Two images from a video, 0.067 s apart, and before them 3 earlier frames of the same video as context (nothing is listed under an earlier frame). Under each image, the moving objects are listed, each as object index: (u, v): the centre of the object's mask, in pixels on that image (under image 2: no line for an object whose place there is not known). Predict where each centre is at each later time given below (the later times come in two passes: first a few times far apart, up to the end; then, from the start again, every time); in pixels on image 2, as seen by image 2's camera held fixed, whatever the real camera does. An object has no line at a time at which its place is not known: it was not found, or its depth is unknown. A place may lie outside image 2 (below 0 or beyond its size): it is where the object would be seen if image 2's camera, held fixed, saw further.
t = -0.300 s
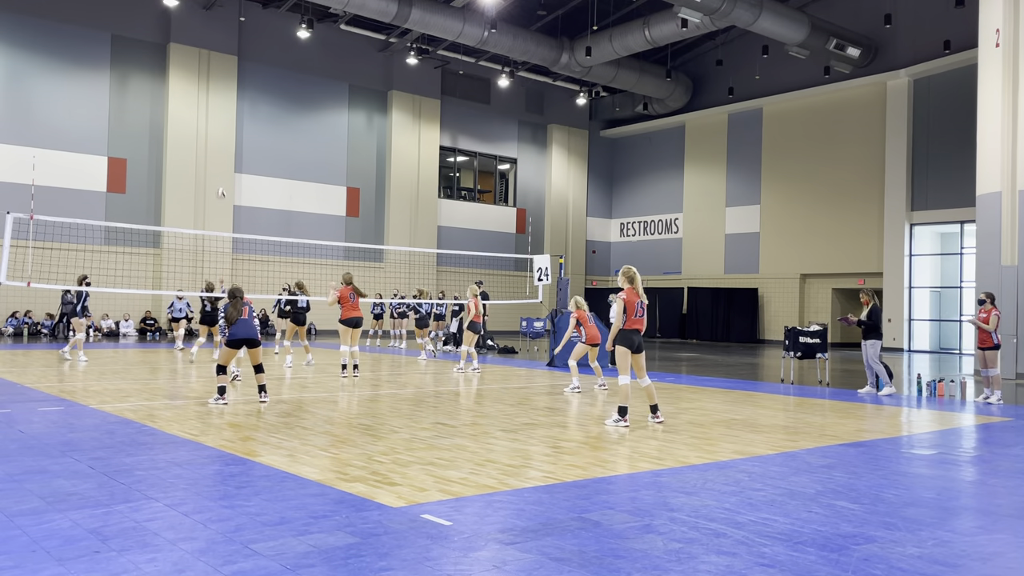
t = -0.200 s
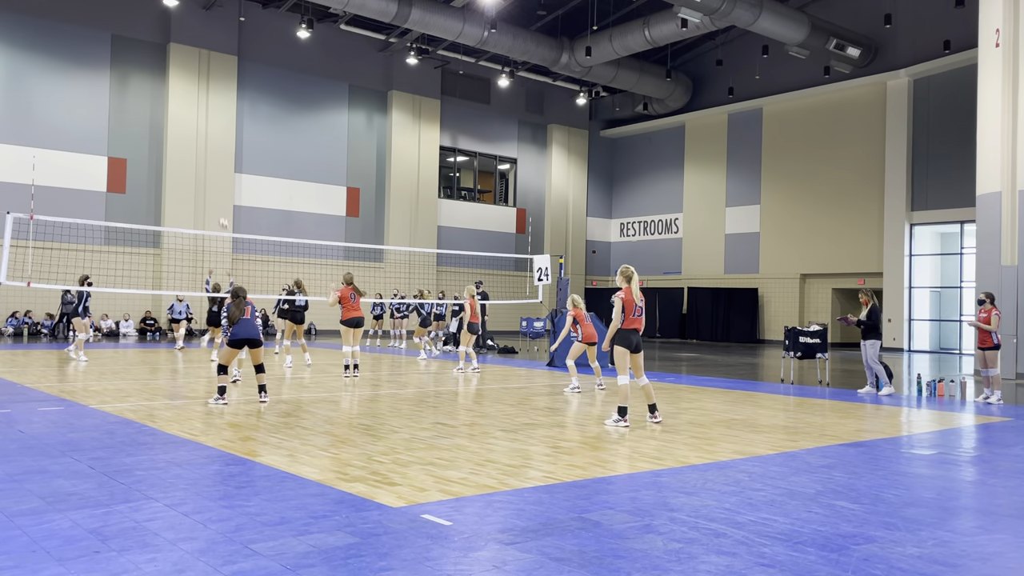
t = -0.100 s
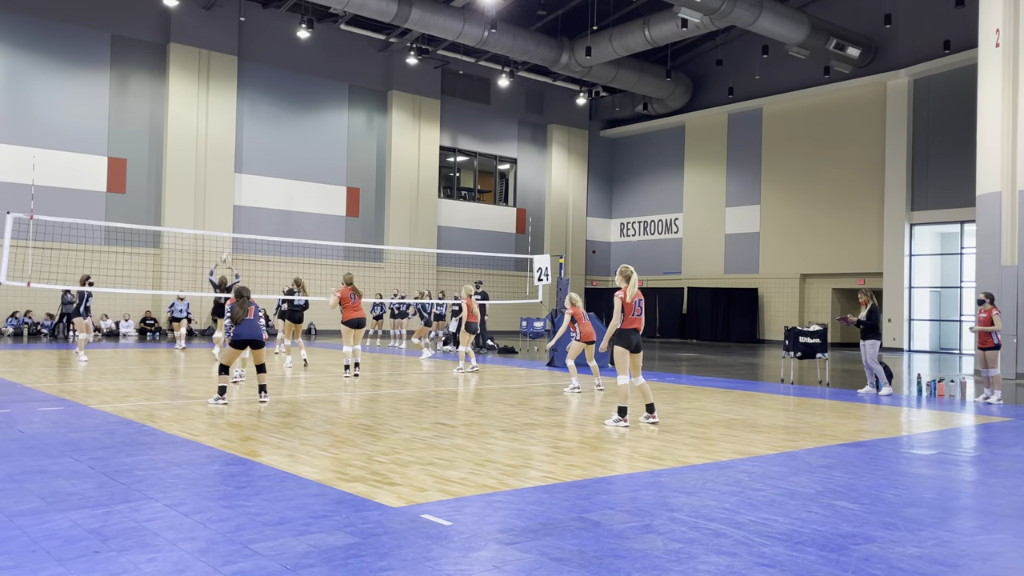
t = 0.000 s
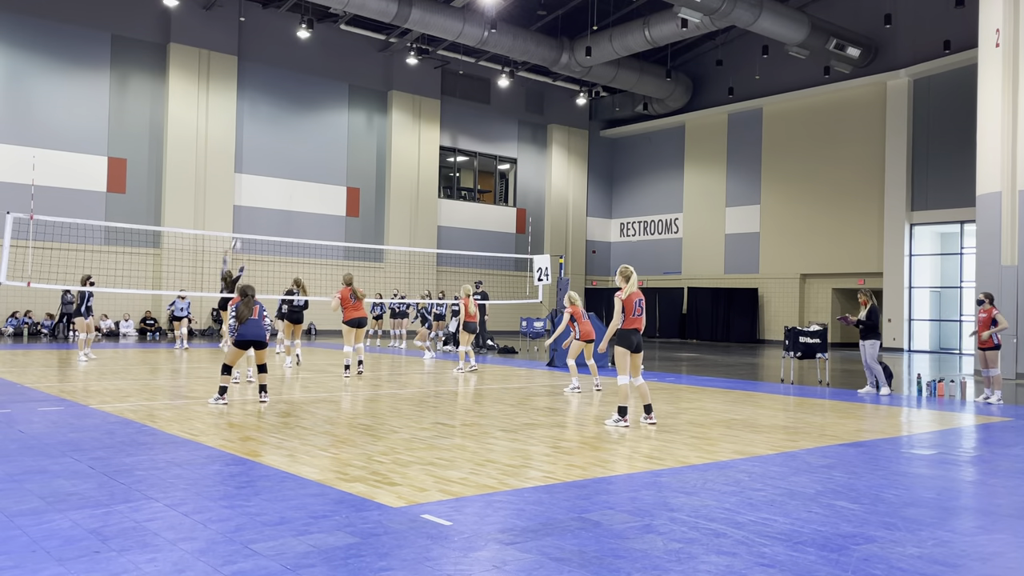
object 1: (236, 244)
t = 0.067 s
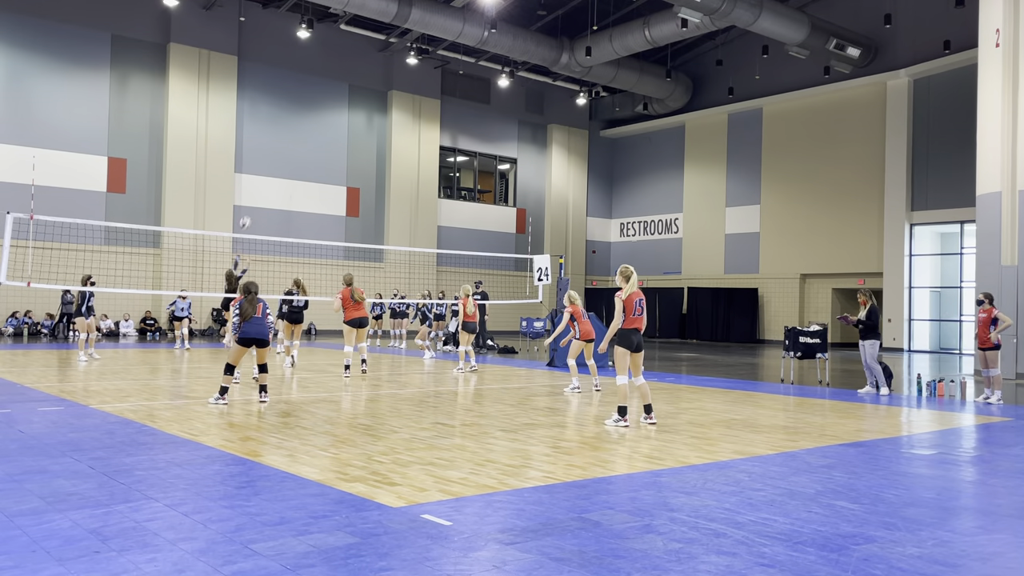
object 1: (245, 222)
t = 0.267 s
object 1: (273, 167)
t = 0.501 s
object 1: (302, 130)
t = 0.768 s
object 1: (334, 118)
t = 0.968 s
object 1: (358, 132)
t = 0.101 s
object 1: (249, 212)
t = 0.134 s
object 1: (255, 202)
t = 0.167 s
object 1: (259, 192)
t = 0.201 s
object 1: (263, 184)
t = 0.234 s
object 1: (268, 175)
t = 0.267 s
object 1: (273, 167)
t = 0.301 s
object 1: (277, 161)
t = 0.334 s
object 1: (281, 154)
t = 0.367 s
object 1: (285, 148)
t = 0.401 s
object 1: (289, 143)
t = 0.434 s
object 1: (294, 138)
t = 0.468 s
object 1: (298, 133)
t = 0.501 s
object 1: (302, 130)
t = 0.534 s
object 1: (306, 126)
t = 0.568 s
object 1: (310, 123)
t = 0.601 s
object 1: (314, 121)
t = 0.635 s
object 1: (319, 120)
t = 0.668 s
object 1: (323, 118)
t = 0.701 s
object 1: (326, 118)
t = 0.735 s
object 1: (331, 117)
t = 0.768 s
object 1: (334, 118)
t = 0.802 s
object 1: (338, 119)
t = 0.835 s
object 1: (342, 120)
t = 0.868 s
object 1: (346, 122)
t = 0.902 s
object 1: (350, 125)
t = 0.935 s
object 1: (354, 128)
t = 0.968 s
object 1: (358, 132)
